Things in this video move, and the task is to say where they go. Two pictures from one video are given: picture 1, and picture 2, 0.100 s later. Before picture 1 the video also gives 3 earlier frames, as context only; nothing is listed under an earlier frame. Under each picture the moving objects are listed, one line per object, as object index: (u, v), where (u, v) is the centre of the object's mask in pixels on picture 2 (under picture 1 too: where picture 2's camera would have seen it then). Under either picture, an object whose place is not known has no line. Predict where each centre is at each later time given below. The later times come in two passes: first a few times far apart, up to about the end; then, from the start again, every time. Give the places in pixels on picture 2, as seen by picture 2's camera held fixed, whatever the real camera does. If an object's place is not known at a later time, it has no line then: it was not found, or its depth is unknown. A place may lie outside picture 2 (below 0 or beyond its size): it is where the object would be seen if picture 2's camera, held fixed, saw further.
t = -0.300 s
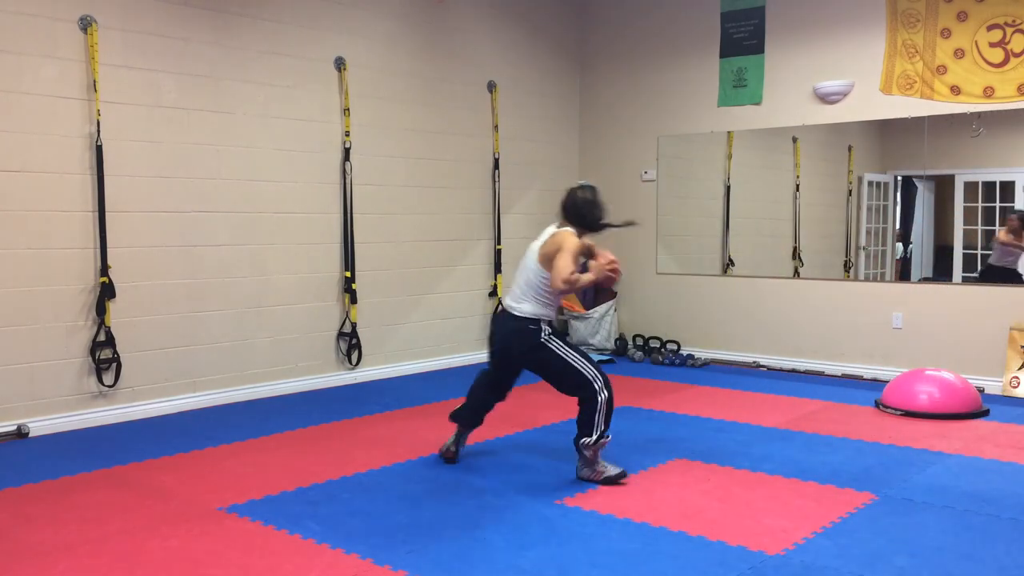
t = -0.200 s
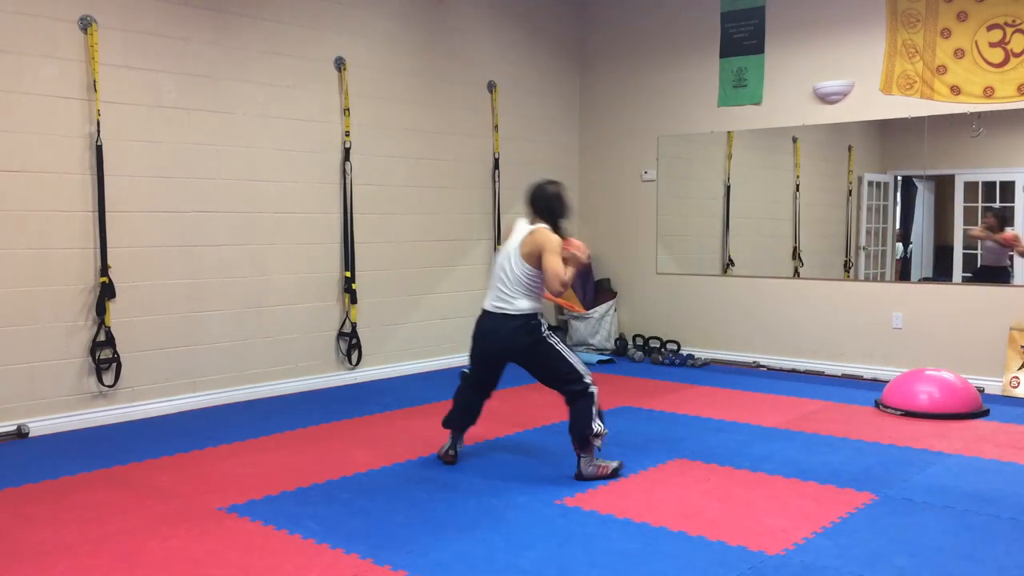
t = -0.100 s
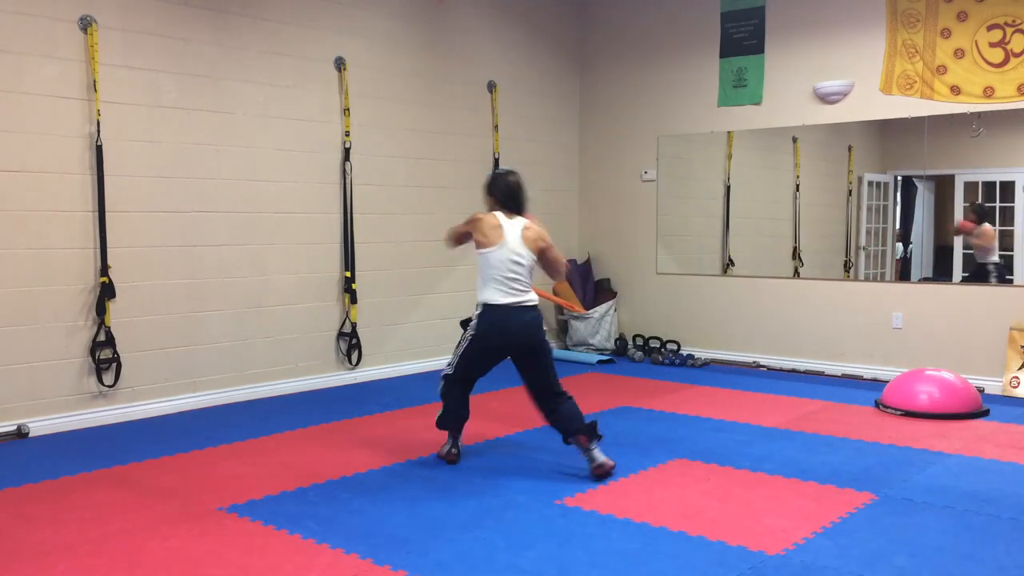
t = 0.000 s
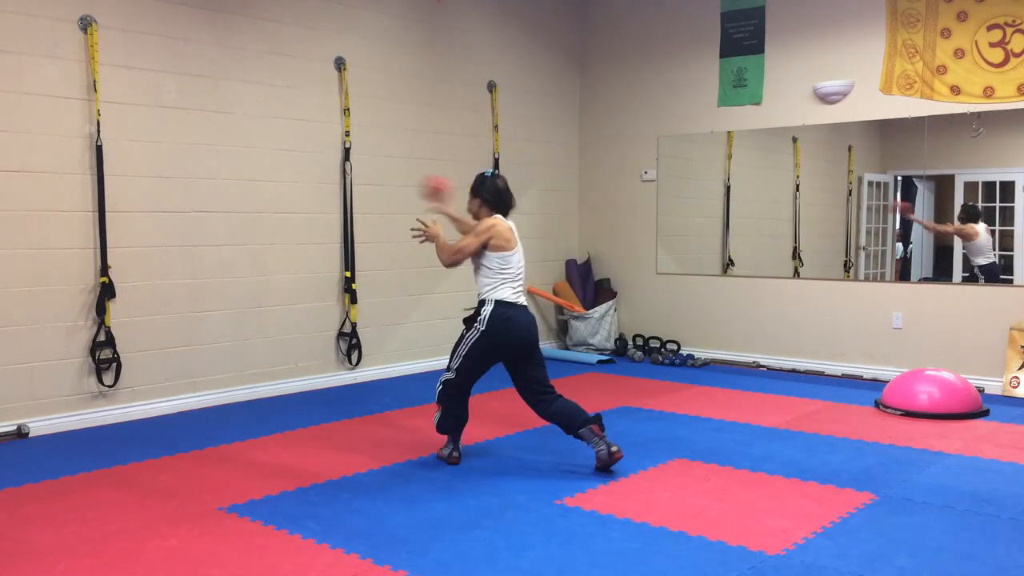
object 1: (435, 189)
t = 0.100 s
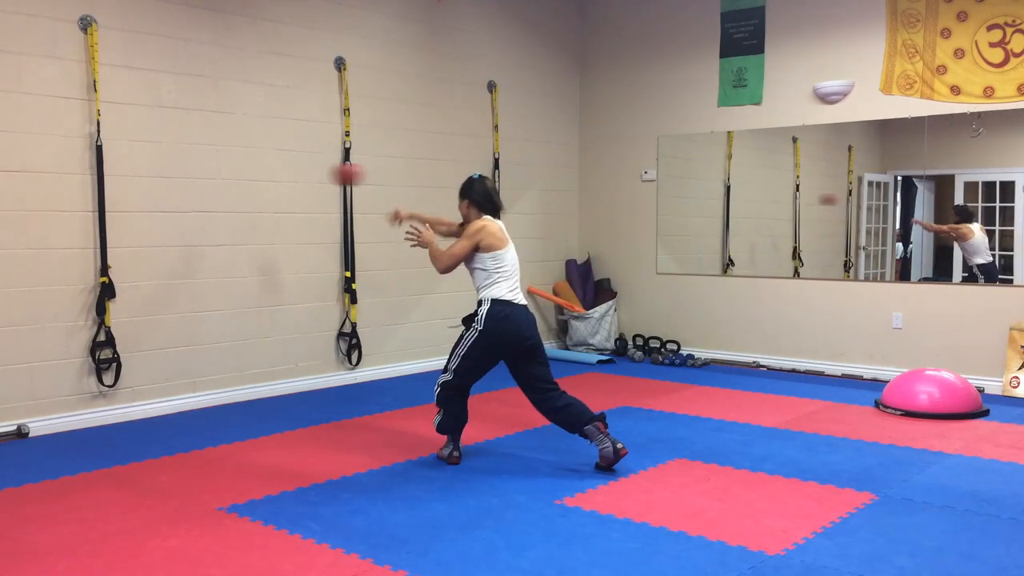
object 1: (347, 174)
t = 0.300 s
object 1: (267, 187)
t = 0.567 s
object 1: (286, 286)
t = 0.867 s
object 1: (301, 370)
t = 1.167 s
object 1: (312, 396)
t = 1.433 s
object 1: (320, 402)
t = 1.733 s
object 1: (333, 405)
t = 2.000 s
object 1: (346, 408)
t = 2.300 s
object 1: (362, 409)
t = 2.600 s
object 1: (380, 412)
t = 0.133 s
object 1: (320, 173)
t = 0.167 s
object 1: (295, 174)
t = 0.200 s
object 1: (273, 176)
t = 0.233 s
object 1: (262, 180)
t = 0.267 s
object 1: (264, 182)
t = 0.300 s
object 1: (267, 187)
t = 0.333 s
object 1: (269, 193)
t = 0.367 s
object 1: (271, 201)
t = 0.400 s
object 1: (273, 211)
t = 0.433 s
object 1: (276, 223)
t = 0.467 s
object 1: (278, 236)
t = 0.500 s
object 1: (281, 251)
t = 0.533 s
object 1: (283, 268)
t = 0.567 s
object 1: (286, 286)
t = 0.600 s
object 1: (289, 307)
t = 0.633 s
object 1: (291, 330)
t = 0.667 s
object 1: (294, 354)
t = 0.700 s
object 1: (296, 380)
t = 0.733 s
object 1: (298, 394)
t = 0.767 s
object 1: (299, 385)
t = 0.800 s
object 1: (299, 379)
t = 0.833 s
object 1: (300, 374)
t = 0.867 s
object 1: (301, 370)
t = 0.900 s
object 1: (302, 369)
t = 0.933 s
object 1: (303, 369)
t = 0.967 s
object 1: (304, 370)
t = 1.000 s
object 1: (305, 373)
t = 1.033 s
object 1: (306, 378)
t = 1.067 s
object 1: (308, 385)
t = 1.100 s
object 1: (309, 394)
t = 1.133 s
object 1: (311, 399)
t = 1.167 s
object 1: (312, 396)
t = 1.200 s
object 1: (313, 394)
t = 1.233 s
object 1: (313, 394)
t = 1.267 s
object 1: (315, 396)
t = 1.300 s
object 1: (316, 400)
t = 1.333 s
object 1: (317, 400)
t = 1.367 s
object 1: (318, 400)
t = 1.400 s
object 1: (319, 401)
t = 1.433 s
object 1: (320, 402)
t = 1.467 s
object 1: (321, 403)
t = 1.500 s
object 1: (322, 405)
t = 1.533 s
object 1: (324, 405)
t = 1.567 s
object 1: (326, 405)
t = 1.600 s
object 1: (328, 404)
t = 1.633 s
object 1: (329, 405)
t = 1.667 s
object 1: (331, 404)
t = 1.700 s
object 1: (332, 405)
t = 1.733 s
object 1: (333, 405)
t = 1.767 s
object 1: (334, 405)
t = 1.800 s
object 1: (335, 405)
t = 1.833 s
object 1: (337, 406)
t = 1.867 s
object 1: (338, 406)
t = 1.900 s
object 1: (340, 407)
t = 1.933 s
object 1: (342, 407)
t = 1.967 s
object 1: (344, 408)
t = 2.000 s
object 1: (346, 408)
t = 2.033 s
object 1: (348, 409)
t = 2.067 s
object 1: (350, 409)
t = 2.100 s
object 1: (352, 409)
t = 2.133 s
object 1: (354, 409)
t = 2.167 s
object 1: (356, 409)
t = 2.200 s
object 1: (357, 409)
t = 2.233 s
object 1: (359, 409)
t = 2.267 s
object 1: (361, 409)
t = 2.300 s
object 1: (362, 409)
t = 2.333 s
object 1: (365, 409)
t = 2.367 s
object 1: (366, 409)
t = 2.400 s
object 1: (367, 409)
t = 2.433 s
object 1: (369, 410)
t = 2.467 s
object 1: (371, 410)
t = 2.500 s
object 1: (373, 410)
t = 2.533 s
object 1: (375, 411)
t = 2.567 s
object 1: (377, 412)
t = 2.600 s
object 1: (380, 412)
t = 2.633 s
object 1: (383, 413)
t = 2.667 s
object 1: (385, 412)
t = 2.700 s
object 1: (388, 411)
